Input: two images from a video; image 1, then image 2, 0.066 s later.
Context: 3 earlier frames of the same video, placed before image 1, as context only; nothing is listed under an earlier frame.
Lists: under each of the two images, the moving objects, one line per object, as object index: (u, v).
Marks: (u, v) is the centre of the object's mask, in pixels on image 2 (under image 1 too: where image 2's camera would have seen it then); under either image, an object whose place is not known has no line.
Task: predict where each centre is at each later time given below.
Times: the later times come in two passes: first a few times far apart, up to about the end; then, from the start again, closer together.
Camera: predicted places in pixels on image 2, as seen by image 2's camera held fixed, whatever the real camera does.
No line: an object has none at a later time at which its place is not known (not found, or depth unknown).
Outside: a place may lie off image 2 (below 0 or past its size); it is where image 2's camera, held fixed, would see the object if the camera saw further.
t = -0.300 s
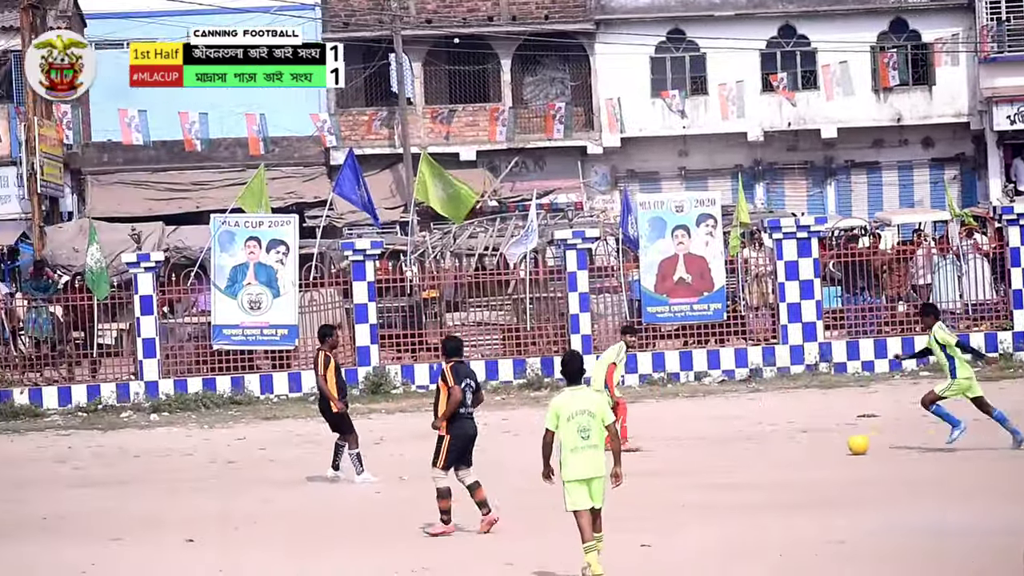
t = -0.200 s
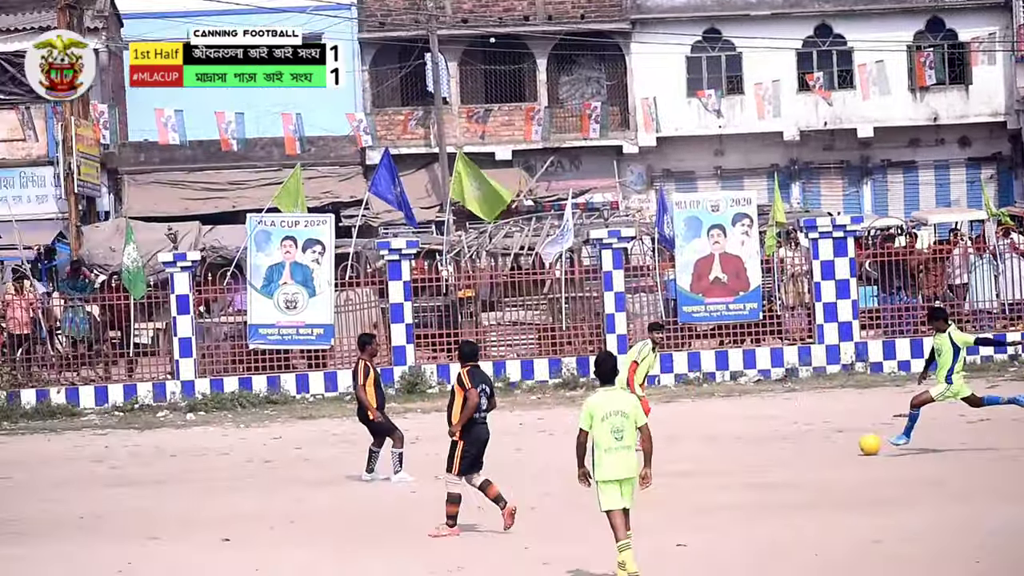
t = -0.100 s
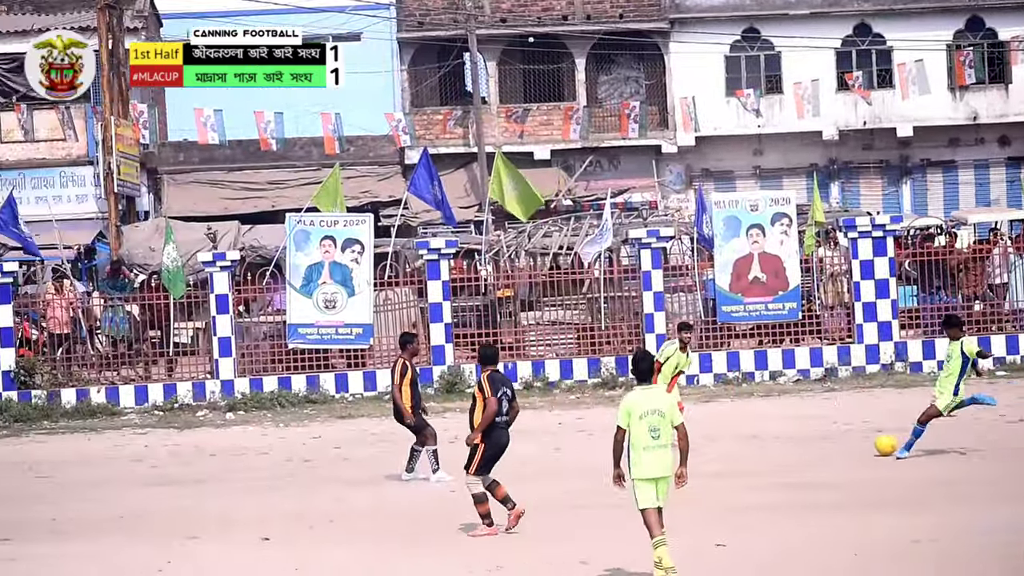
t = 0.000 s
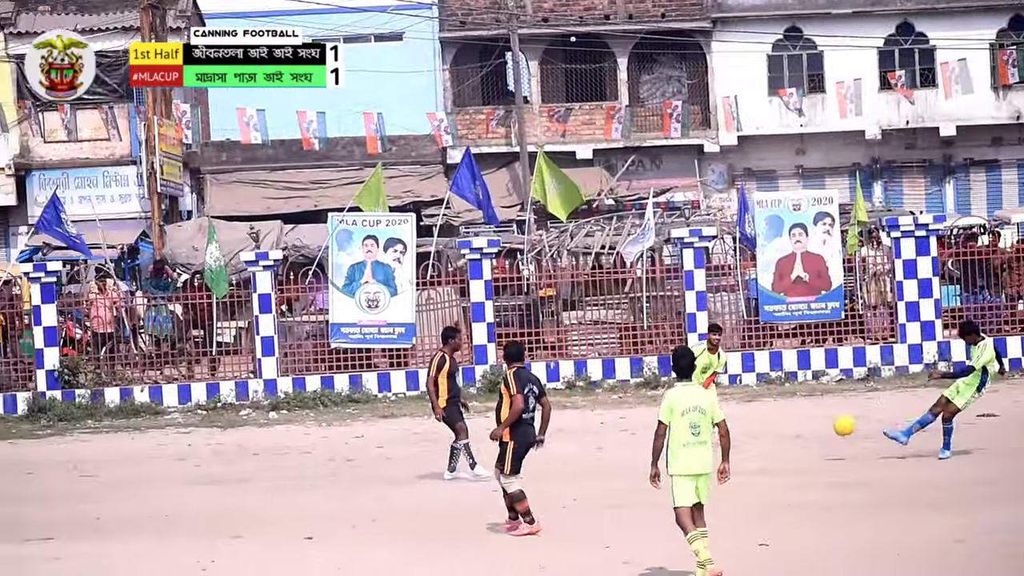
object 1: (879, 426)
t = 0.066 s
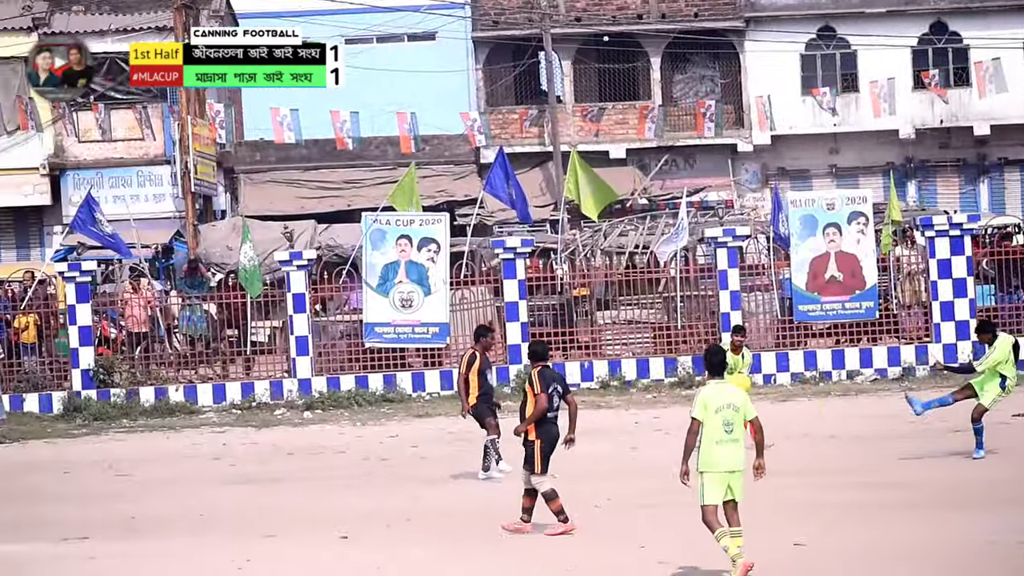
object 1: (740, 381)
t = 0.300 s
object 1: (259, 259)
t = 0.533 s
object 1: (-267, 170)
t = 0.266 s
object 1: (328, 274)
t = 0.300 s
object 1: (259, 259)
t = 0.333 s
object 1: (190, 245)
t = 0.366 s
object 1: (119, 231)
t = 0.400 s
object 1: (45, 218)
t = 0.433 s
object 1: (-30, 207)
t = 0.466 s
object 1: (-106, 193)
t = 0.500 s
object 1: (-186, 182)
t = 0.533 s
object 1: (-267, 170)
